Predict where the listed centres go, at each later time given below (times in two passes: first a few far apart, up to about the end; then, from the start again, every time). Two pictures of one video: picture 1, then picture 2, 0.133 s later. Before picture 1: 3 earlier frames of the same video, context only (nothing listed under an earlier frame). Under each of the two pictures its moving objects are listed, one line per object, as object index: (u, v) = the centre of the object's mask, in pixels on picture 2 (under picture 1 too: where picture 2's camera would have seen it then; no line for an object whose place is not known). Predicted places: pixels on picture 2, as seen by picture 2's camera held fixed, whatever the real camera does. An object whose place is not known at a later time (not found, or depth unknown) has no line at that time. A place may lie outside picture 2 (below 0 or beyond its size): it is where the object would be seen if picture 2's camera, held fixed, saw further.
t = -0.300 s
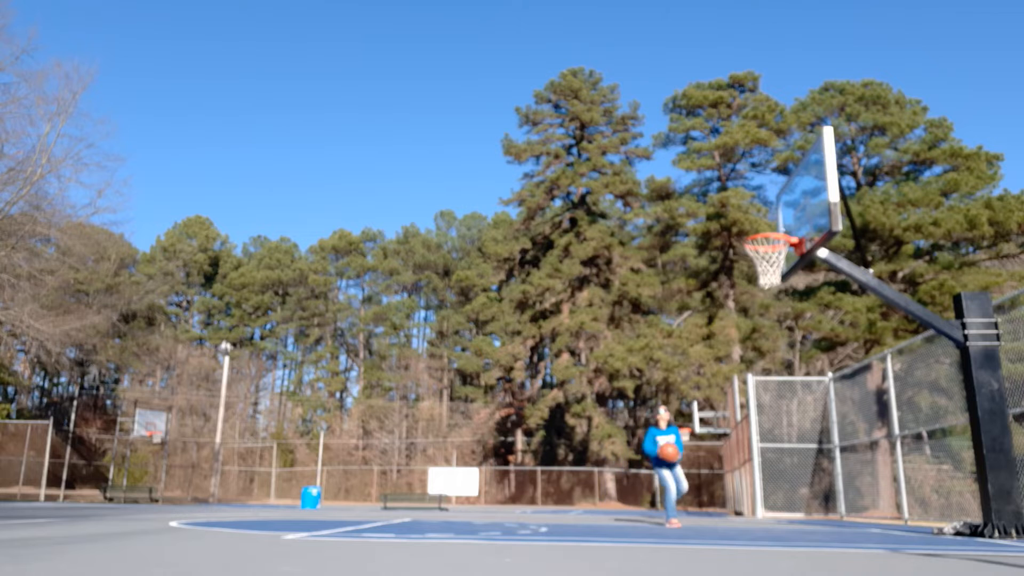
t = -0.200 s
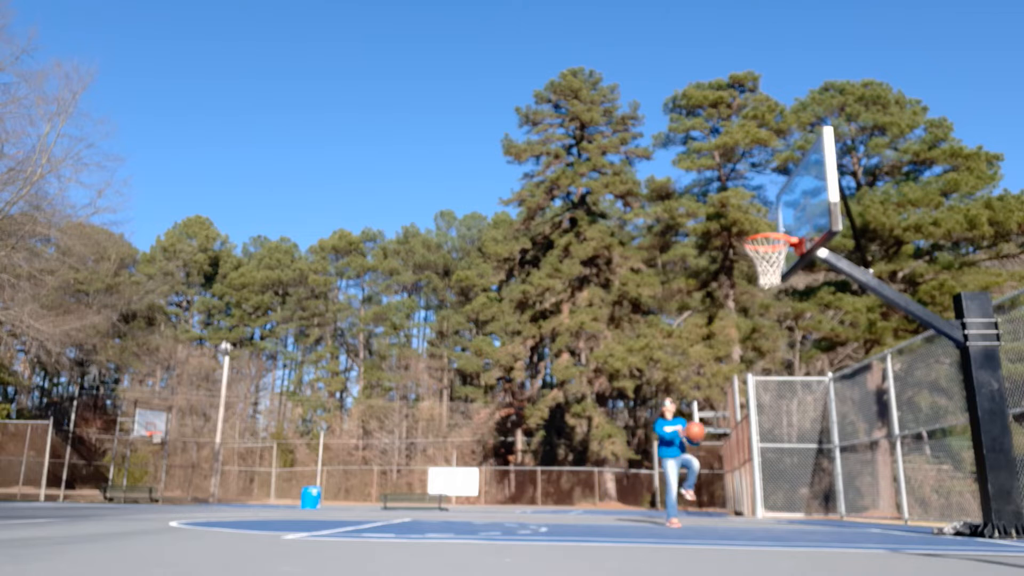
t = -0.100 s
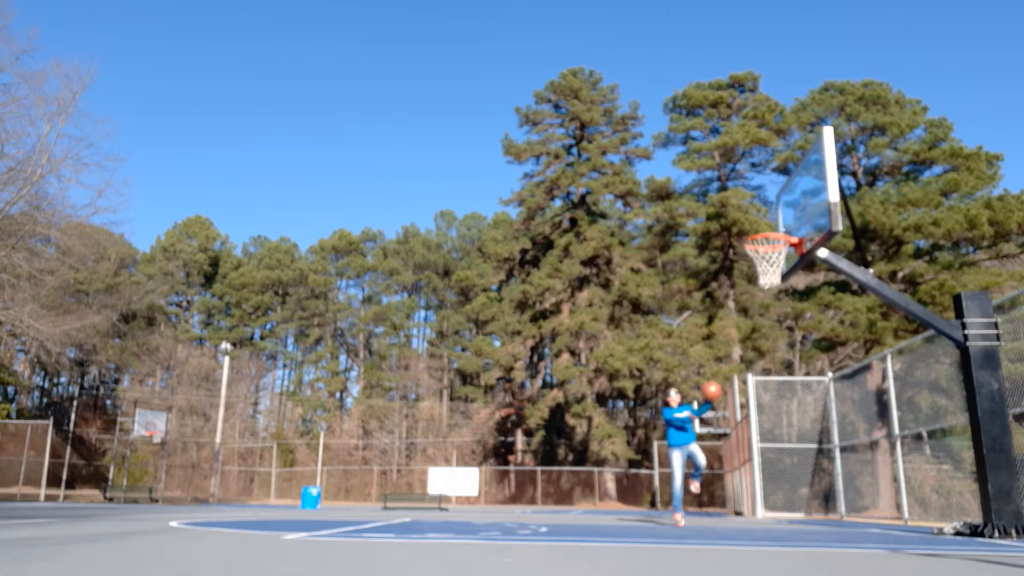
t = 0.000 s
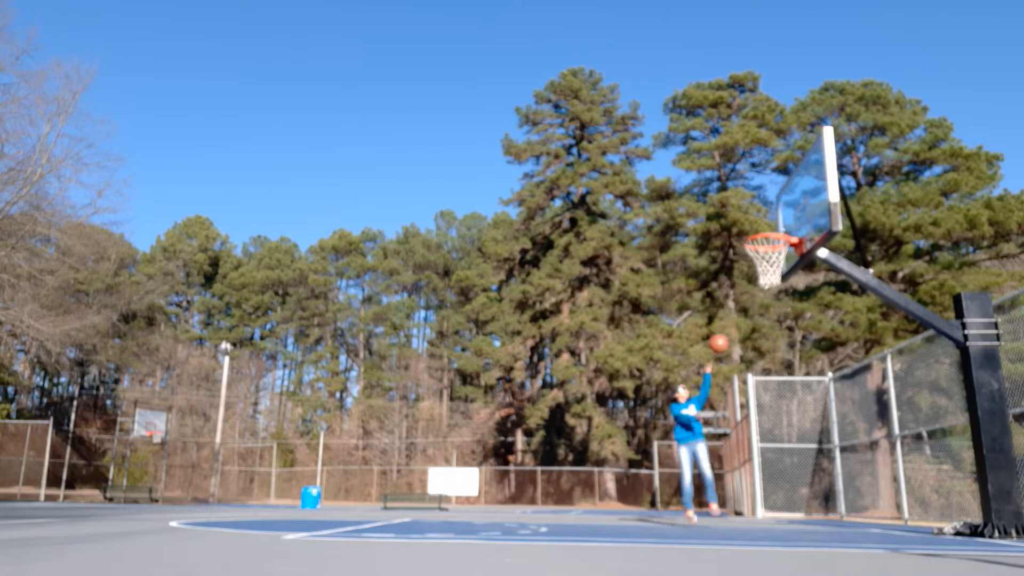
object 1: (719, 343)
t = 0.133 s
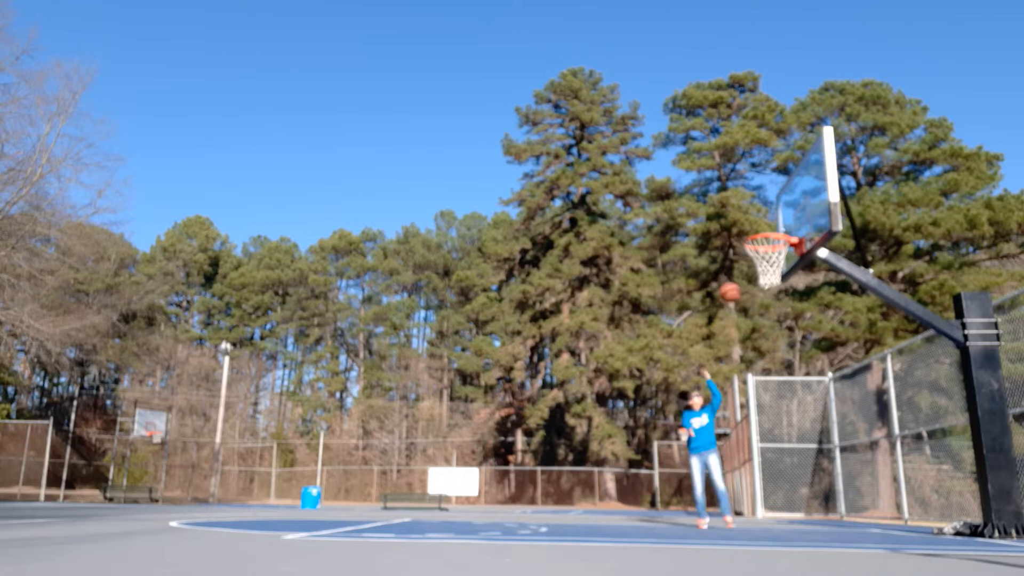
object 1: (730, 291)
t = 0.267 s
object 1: (741, 254)
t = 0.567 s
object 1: (772, 217)
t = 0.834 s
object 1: (767, 228)
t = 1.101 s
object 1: (756, 221)
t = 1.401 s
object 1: (745, 232)
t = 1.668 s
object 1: (738, 232)
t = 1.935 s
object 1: (724, 258)
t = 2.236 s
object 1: (712, 362)
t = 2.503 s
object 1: (702, 508)
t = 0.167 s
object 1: (732, 281)
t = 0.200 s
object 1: (735, 270)
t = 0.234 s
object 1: (738, 262)
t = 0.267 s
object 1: (741, 254)
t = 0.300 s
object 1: (741, 246)
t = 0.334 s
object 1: (745, 237)
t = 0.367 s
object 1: (750, 232)
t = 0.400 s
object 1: (754, 227)
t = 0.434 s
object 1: (758, 224)
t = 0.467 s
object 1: (761, 222)
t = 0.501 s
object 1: (765, 219)
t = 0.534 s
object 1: (768, 218)
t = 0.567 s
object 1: (772, 217)
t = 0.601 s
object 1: (775, 217)
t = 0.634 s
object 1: (775, 216)
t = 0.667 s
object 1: (773, 217)
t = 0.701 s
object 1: (772, 218)
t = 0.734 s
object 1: (771, 220)
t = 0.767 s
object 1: (769, 222)
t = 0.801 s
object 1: (768, 225)
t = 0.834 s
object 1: (767, 228)
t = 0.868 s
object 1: (767, 231)
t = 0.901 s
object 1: (764, 228)
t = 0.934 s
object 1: (763, 226)
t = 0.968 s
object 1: (762, 224)
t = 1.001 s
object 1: (760, 223)
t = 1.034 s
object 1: (758, 221)
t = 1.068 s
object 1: (757, 221)
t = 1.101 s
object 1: (756, 221)
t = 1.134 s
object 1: (755, 222)
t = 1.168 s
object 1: (754, 223)
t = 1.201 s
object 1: (752, 226)
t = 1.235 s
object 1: (751, 228)
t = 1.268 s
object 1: (749, 233)
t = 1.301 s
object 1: (748, 232)
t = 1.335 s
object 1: (747, 232)
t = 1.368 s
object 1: (747, 231)
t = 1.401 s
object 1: (745, 232)
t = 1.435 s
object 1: (745, 232)
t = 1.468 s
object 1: (744, 232)
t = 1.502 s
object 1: (743, 232)
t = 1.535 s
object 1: (742, 232)
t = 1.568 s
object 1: (741, 232)
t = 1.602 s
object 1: (740, 232)
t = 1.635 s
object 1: (739, 232)
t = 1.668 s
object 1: (738, 232)
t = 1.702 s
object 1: (736, 232)
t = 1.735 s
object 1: (735, 234)
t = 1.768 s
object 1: (733, 236)
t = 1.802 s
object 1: (731, 238)
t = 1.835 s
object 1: (729, 242)
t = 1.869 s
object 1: (728, 246)
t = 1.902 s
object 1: (726, 252)
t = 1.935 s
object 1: (724, 258)
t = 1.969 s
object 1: (723, 265)
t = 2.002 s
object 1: (721, 274)
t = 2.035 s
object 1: (720, 283)
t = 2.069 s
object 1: (718, 293)
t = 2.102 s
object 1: (717, 305)
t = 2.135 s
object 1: (715, 318)
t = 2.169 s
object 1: (714, 331)
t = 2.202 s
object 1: (713, 346)
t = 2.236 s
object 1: (712, 362)
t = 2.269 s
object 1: (711, 380)
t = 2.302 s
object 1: (710, 399)
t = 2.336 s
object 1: (709, 419)
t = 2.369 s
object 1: (707, 441)
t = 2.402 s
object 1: (706, 464)
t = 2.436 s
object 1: (705, 488)
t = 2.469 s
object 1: (704, 515)
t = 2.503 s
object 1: (702, 508)
